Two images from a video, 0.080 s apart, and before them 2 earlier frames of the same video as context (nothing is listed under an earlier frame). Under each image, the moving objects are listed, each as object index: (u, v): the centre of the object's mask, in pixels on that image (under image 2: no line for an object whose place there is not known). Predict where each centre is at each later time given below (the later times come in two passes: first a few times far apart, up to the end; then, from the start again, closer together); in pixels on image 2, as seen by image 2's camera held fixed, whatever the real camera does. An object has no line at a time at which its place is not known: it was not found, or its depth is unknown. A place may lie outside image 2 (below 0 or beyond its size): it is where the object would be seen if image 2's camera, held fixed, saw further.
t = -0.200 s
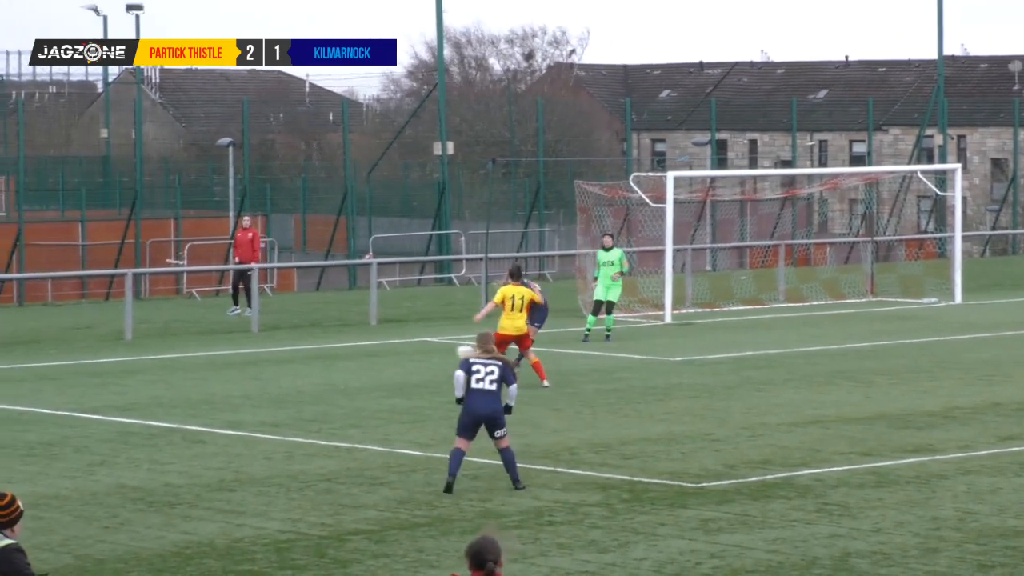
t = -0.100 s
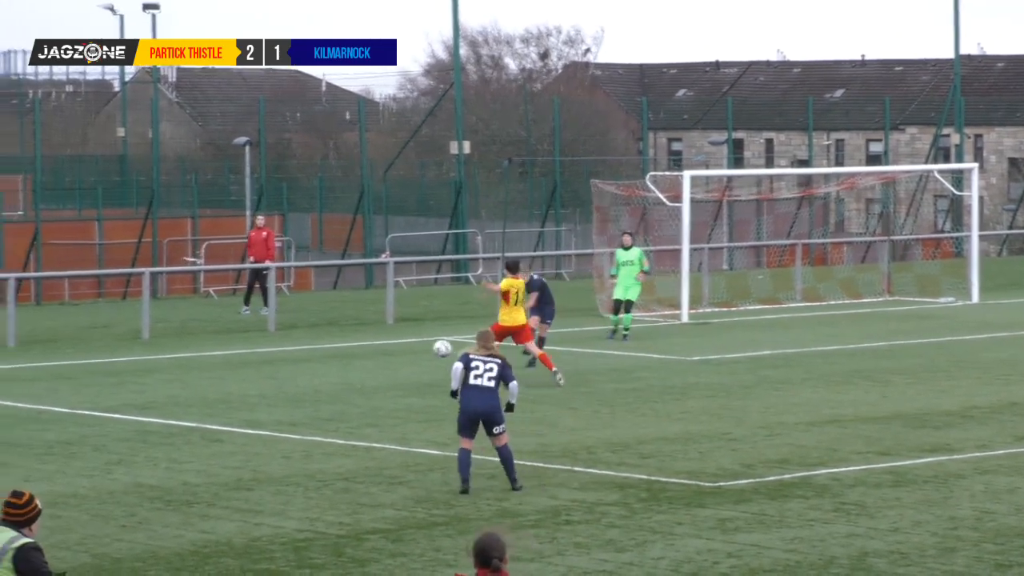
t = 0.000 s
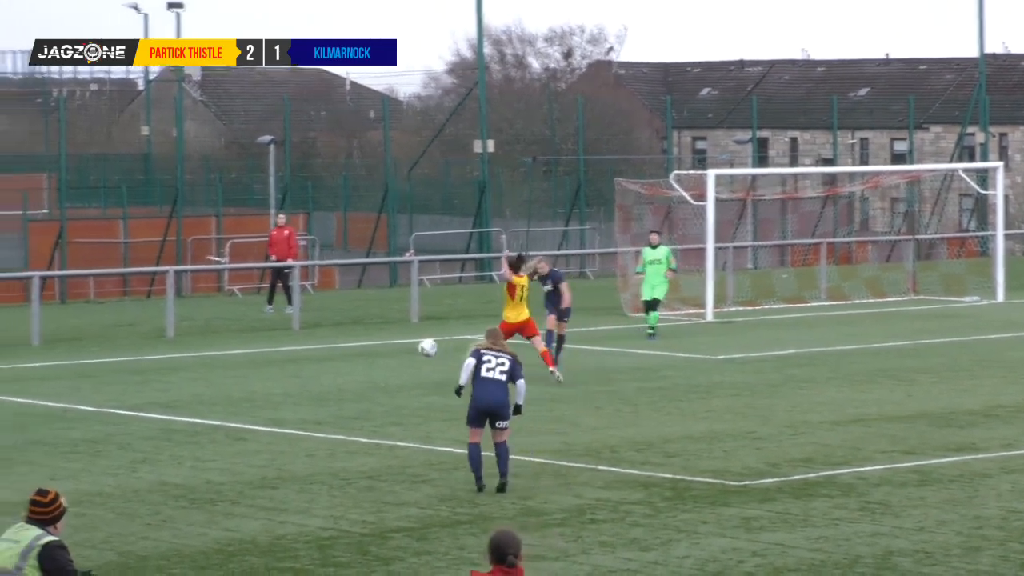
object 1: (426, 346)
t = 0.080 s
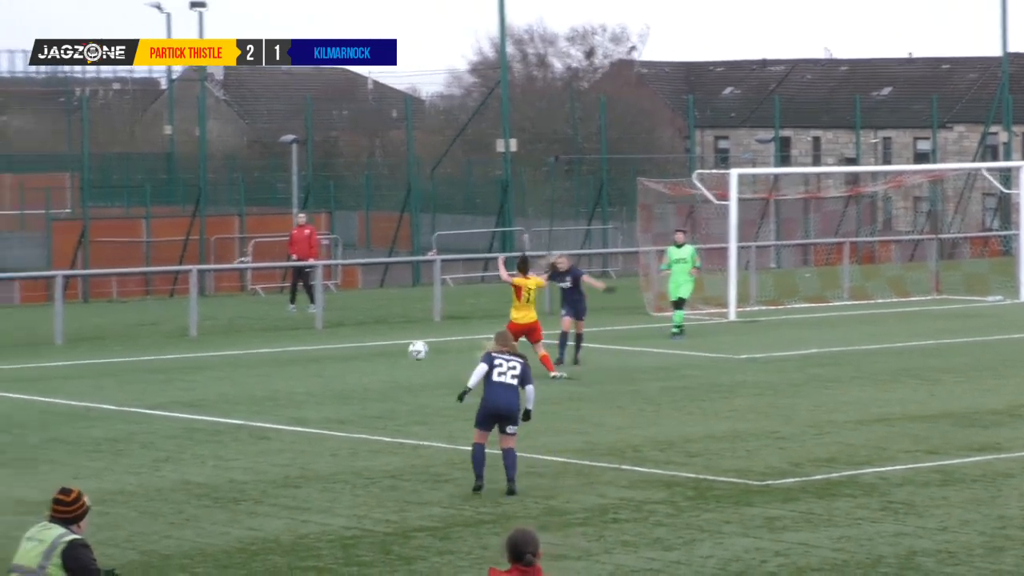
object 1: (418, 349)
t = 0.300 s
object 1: (327, 377)
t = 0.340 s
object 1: (310, 386)
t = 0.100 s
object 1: (409, 351)
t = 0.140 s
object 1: (393, 354)
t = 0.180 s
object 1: (376, 358)
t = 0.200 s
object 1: (368, 360)
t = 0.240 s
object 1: (351, 366)
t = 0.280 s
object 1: (335, 373)
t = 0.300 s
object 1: (327, 377)
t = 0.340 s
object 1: (310, 386)
